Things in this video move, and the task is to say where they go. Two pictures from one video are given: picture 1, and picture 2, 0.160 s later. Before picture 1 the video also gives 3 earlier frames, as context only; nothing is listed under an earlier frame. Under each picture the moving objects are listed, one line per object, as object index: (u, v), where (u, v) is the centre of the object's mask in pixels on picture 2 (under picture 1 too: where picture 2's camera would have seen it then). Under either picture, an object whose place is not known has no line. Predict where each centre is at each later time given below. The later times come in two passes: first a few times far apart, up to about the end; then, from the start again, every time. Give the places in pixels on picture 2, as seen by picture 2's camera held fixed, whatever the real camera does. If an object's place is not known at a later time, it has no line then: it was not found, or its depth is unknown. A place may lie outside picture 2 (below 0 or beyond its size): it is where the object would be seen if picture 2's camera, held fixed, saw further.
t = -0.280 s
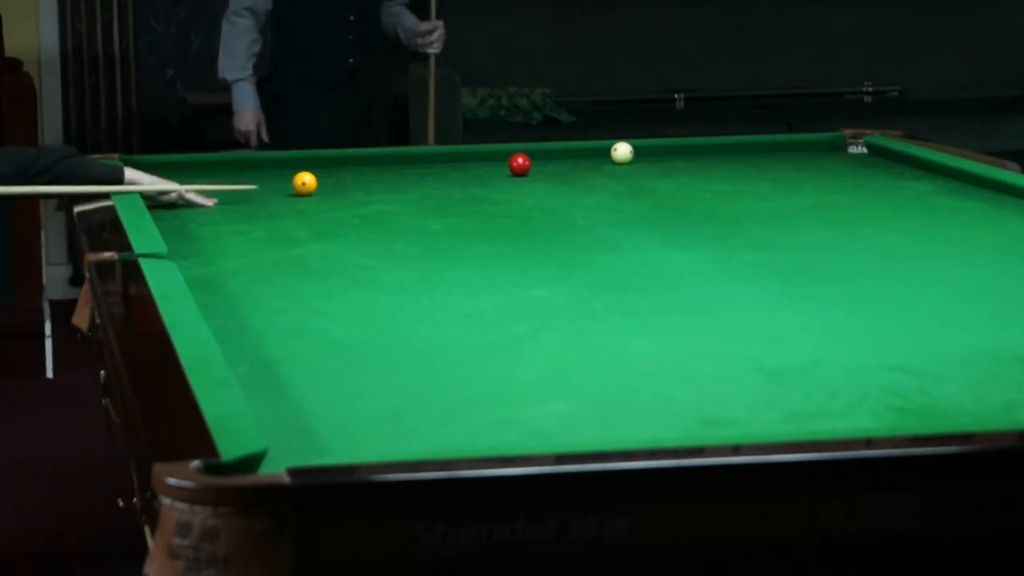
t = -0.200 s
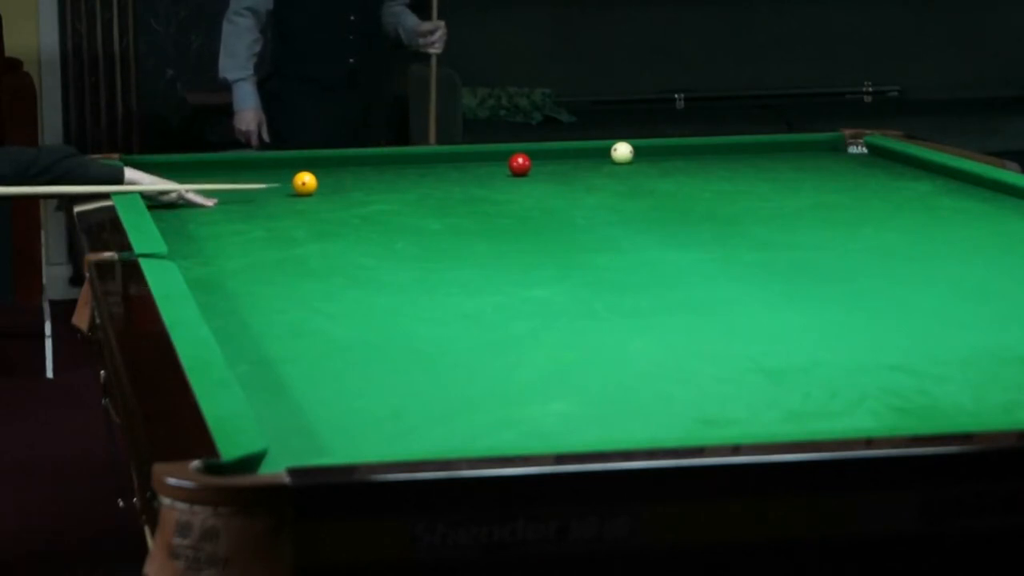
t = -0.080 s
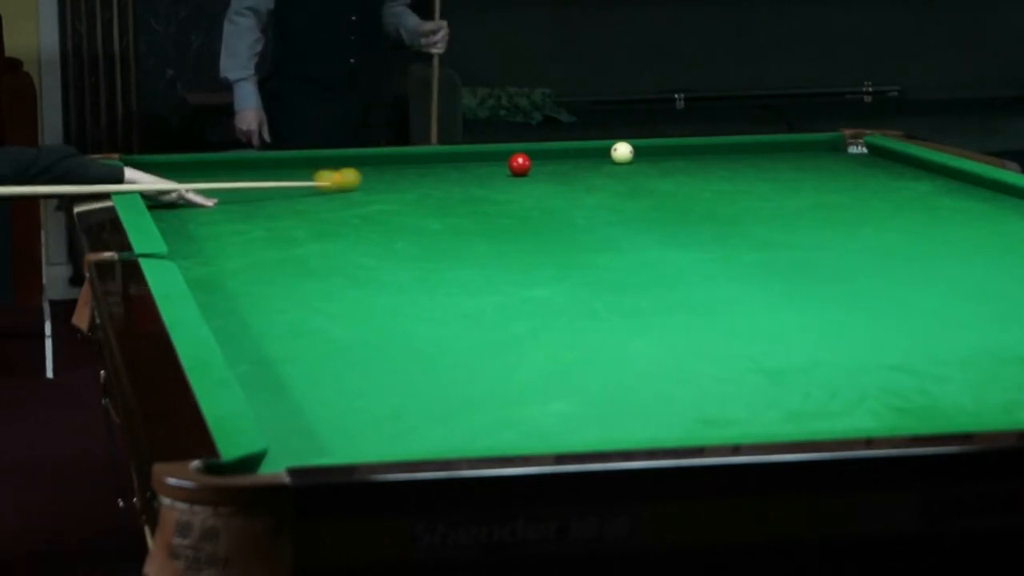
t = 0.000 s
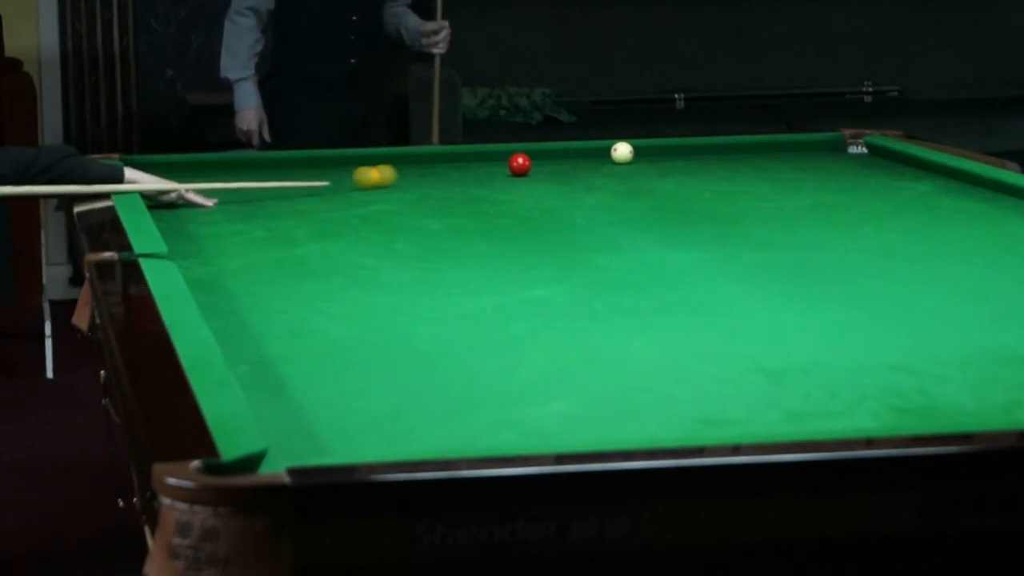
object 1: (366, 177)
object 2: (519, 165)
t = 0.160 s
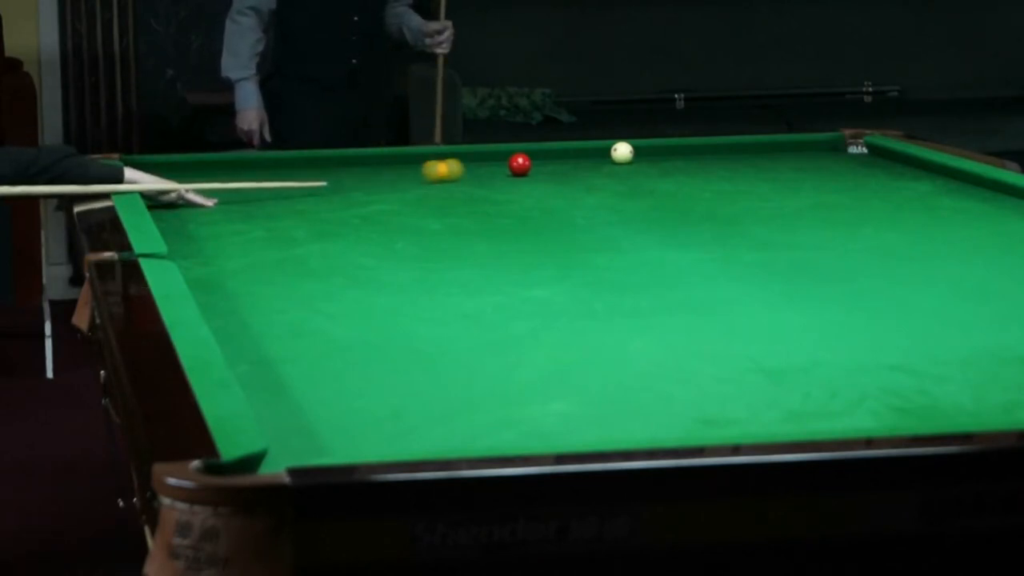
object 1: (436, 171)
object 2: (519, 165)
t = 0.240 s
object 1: (468, 167)
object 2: (519, 165)
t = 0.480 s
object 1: (507, 162)
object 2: (577, 162)
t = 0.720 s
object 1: (524, 157)
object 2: (645, 158)
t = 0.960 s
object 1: (542, 153)
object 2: (707, 155)
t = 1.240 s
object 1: (568, 151)
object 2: (775, 152)
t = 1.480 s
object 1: (600, 151)
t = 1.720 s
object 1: (608, 152)
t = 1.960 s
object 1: (613, 152)
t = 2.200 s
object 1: (613, 152)
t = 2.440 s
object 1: (613, 152)
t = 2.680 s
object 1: (613, 152)
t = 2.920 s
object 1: (613, 152)
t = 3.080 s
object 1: (613, 152)
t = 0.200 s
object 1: (452, 169)
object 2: (519, 165)
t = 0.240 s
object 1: (468, 167)
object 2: (519, 165)
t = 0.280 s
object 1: (484, 166)
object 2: (520, 165)
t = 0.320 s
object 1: (497, 165)
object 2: (529, 164)
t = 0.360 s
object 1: (499, 164)
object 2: (543, 163)
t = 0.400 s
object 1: (501, 164)
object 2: (554, 163)
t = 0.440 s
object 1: (504, 163)
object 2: (566, 162)
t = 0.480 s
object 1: (507, 162)
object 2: (577, 162)
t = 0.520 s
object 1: (510, 161)
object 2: (589, 161)
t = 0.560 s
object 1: (513, 160)
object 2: (599, 161)
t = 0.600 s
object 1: (516, 159)
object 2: (608, 161)
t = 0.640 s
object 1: (519, 159)
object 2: (622, 161)
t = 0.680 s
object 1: (521, 158)
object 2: (638, 159)
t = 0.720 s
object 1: (524, 157)
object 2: (645, 158)
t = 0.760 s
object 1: (527, 157)
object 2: (655, 157)
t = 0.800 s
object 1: (530, 156)
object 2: (666, 157)
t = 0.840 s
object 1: (533, 155)
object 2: (676, 157)
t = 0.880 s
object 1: (535, 155)
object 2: (686, 156)
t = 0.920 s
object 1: (539, 154)
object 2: (697, 156)
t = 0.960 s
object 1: (542, 153)
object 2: (707, 155)
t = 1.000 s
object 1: (544, 153)
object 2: (717, 155)
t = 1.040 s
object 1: (547, 152)
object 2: (727, 154)
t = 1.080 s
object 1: (549, 152)
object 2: (737, 154)
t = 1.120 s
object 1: (552, 151)
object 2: (746, 153)
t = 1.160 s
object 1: (556, 150)
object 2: (757, 153)
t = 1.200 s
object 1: (562, 150)
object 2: (765, 153)
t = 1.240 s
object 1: (568, 151)
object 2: (775, 152)
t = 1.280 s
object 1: (573, 151)
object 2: (785, 152)
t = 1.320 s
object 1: (579, 151)
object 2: (794, 151)
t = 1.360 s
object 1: (585, 151)
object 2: (803, 151)
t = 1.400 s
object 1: (591, 151)
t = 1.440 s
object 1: (596, 151)
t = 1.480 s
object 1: (600, 151)
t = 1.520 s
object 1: (603, 152)
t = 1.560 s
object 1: (604, 152)
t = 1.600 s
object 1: (605, 152)
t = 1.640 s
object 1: (606, 152)
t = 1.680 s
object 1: (607, 152)
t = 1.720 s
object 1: (608, 152)
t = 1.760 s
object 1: (609, 152)
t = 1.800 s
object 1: (610, 152)
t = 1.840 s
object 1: (611, 152)
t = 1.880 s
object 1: (612, 152)
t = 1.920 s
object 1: (612, 152)
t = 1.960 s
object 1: (613, 152)
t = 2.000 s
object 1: (613, 152)
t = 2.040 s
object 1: (613, 152)
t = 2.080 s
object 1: (614, 152)
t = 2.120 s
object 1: (613, 152)
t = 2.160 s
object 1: (614, 152)
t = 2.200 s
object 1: (613, 152)
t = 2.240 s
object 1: (613, 152)
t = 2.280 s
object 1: (613, 152)
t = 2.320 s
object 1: (613, 152)
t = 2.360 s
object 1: (613, 152)
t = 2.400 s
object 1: (613, 152)
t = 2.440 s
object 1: (613, 152)
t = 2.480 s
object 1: (613, 152)
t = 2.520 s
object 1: (613, 152)
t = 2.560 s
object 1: (613, 152)
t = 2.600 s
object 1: (613, 152)
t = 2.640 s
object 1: (613, 152)
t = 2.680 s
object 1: (613, 152)
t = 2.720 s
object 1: (613, 152)
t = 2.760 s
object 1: (613, 152)
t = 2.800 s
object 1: (613, 152)
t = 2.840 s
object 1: (613, 152)
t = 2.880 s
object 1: (613, 152)
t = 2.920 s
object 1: (613, 152)
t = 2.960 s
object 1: (613, 152)
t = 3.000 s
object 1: (613, 152)
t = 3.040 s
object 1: (613, 152)
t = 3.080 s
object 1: (613, 152)
